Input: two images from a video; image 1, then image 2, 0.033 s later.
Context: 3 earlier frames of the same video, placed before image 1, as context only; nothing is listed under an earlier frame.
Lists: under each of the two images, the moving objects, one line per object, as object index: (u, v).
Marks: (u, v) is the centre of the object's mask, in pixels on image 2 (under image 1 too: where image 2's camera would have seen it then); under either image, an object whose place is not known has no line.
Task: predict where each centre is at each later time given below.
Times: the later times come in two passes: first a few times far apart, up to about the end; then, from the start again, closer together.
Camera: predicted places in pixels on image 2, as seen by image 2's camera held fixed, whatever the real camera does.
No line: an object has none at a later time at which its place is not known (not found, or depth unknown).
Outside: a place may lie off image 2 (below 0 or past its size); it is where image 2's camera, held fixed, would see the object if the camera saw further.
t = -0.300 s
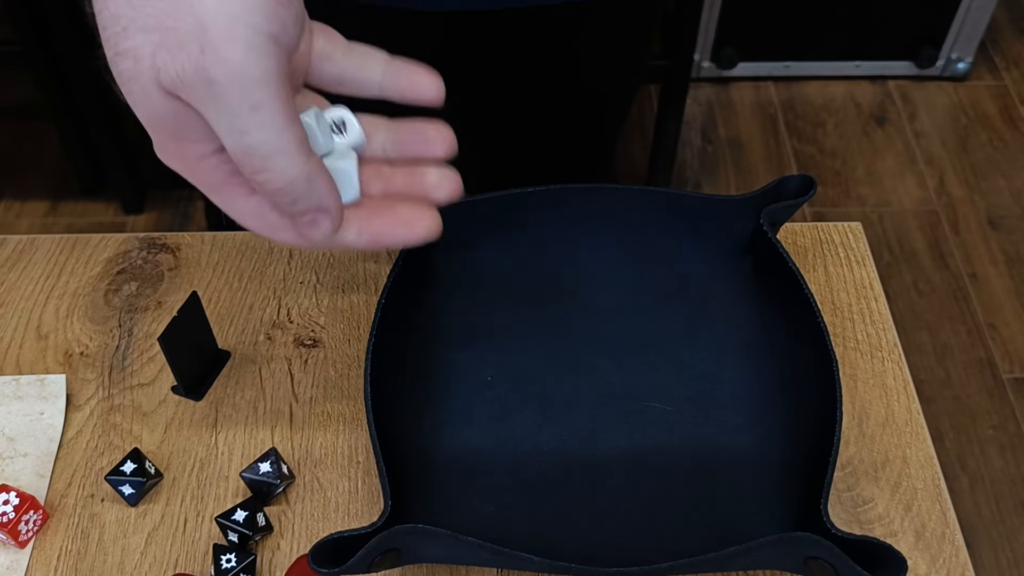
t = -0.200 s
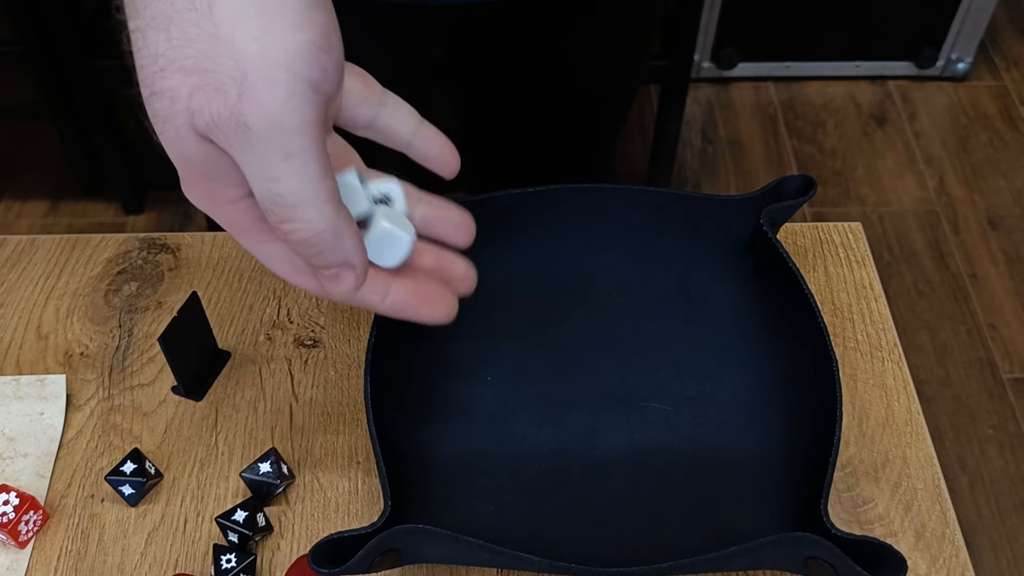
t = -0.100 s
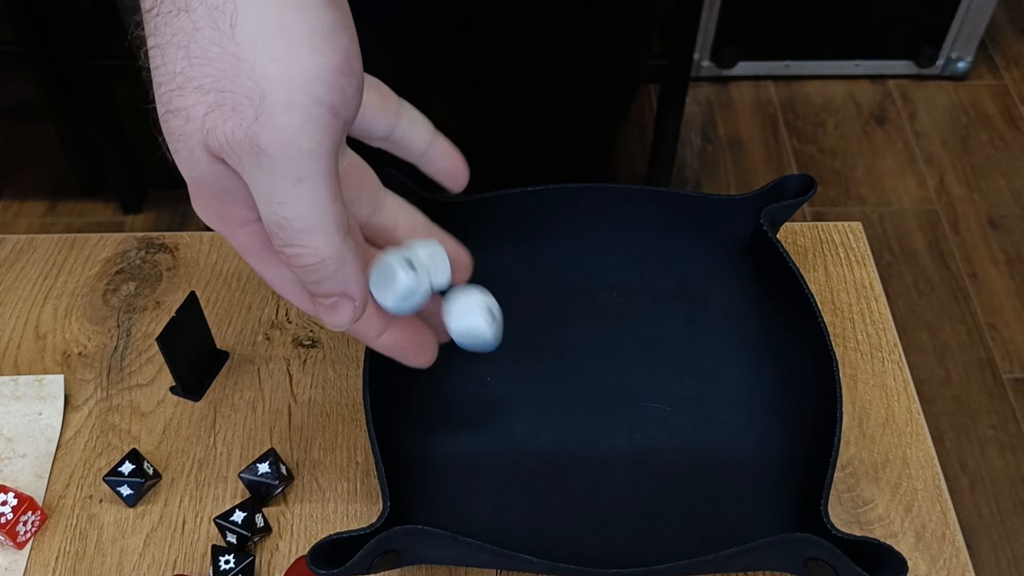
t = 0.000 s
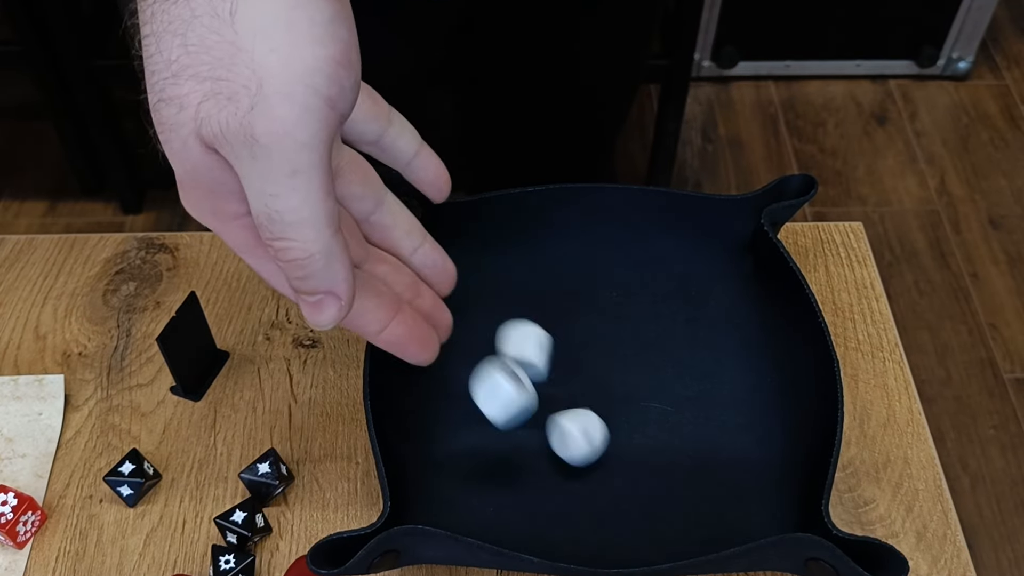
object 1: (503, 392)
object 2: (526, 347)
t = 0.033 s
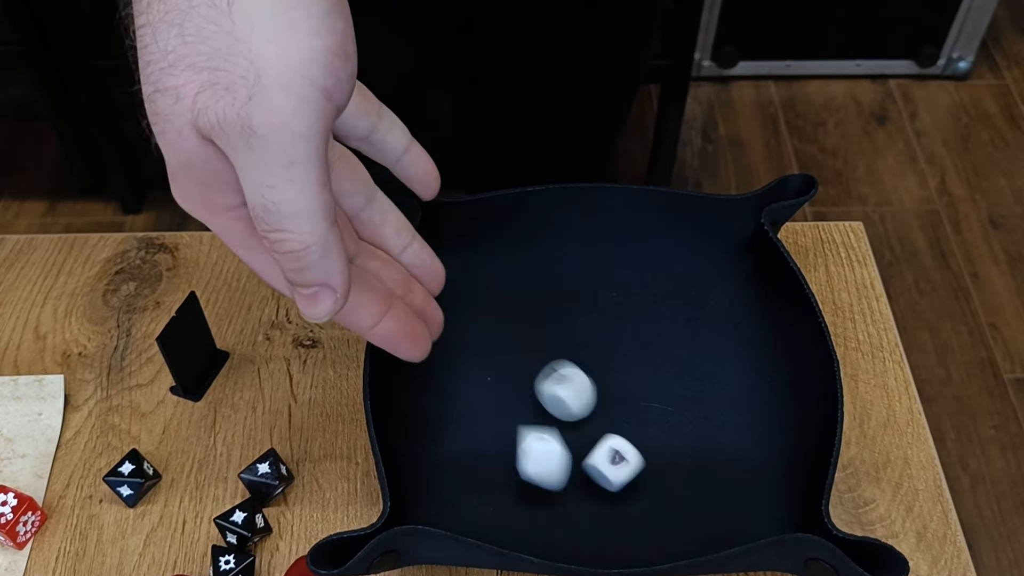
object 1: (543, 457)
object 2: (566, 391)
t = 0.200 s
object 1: (675, 479)
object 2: (782, 446)
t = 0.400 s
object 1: (669, 493)
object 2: (726, 464)
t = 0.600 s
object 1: (632, 504)
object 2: (717, 461)
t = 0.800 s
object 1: (632, 504)
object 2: (717, 461)
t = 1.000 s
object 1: (632, 504)
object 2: (717, 461)
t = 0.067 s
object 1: (572, 455)
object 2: (611, 396)
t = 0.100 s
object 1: (599, 443)
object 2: (661, 413)
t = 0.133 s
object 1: (626, 445)
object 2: (703, 432)
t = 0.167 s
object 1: (651, 464)
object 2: (744, 432)
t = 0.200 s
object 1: (675, 479)
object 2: (782, 446)
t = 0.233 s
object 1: (698, 476)
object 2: (792, 456)
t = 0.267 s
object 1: (707, 474)
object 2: (776, 462)
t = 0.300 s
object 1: (705, 482)
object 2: (757, 465)
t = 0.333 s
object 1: (692, 482)
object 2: (745, 464)
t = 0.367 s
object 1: (679, 487)
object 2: (735, 465)
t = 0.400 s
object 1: (669, 493)
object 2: (726, 464)
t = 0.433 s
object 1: (657, 502)
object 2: (721, 463)
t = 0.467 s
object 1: (650, 508)
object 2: (717, 461)
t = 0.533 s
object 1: (634, 506)
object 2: (717, 461)
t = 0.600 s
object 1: (632, 504)
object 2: (717, 461)
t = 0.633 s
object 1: (632, 504)
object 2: (717, 461)
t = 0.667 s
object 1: (632, 504)
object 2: (717, 461)
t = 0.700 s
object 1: (632, 504)
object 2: (717, 461)
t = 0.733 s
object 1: (632, 504)
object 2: (717, 461)
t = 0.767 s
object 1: (632, 504)
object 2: (717, 461)
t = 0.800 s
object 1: (632, 504)
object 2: (717, 461)
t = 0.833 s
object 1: (632, 504)
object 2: (717, 461)
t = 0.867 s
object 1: (632, 504)
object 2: (717, 461)
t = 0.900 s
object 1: (632, 504)
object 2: (717, 461)
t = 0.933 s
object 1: (632, 504)
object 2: (717, 461)
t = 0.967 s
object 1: (632, 504)
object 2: (717, 461)
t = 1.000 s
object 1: (632, 504)
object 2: (717, 461)
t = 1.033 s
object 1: (632, 504)
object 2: (717, 461)
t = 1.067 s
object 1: (632, 504)
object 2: (717, 461)
